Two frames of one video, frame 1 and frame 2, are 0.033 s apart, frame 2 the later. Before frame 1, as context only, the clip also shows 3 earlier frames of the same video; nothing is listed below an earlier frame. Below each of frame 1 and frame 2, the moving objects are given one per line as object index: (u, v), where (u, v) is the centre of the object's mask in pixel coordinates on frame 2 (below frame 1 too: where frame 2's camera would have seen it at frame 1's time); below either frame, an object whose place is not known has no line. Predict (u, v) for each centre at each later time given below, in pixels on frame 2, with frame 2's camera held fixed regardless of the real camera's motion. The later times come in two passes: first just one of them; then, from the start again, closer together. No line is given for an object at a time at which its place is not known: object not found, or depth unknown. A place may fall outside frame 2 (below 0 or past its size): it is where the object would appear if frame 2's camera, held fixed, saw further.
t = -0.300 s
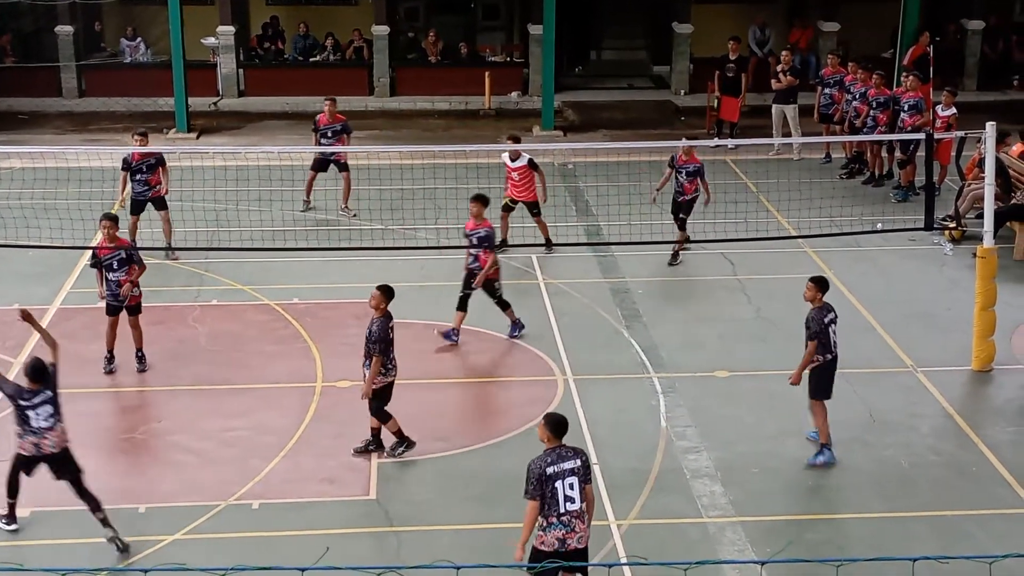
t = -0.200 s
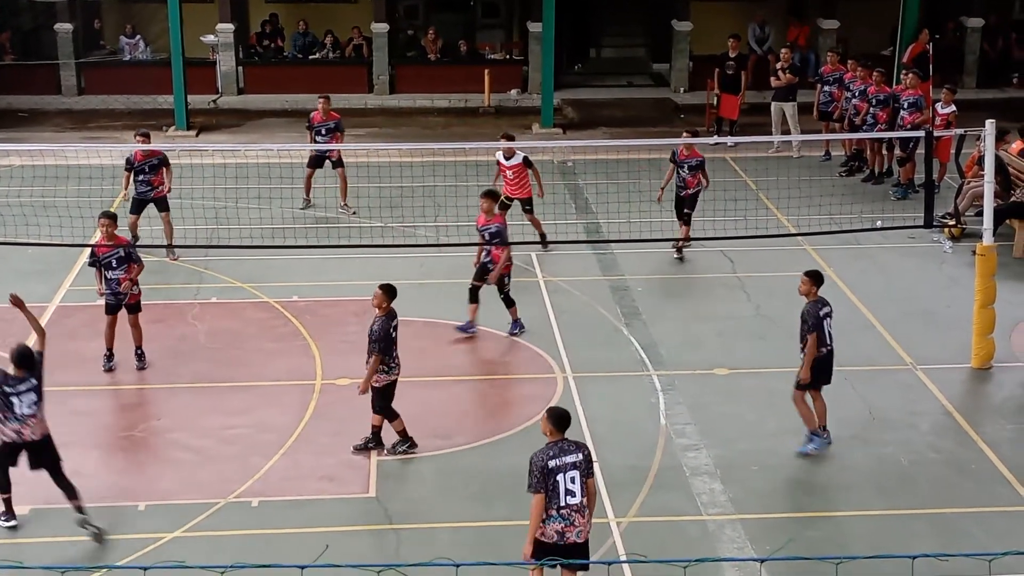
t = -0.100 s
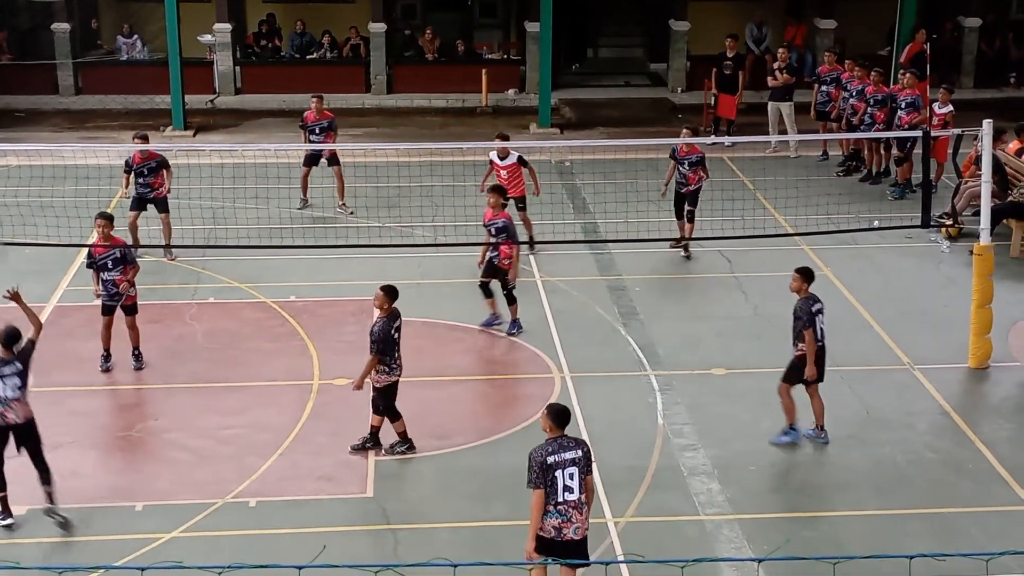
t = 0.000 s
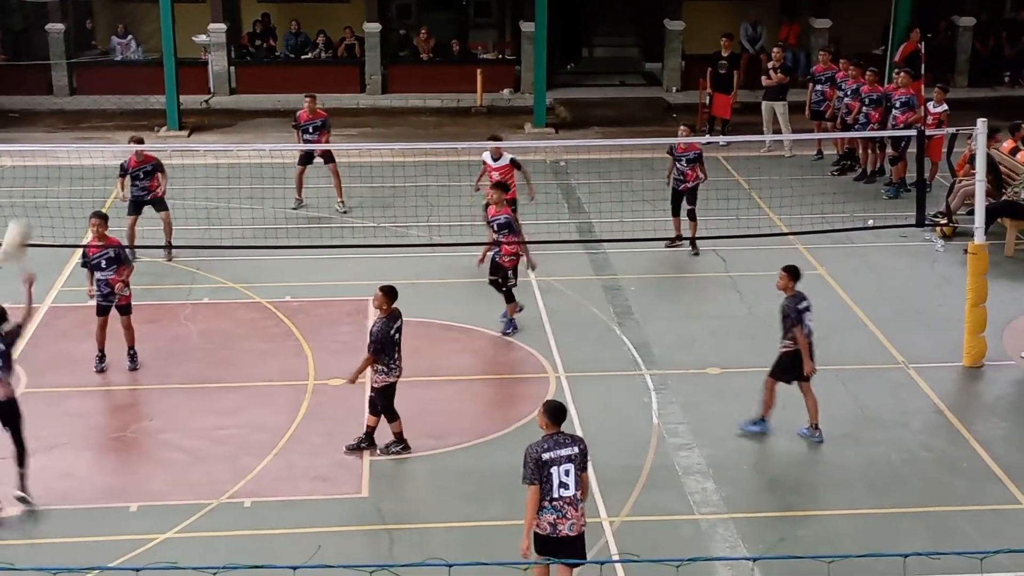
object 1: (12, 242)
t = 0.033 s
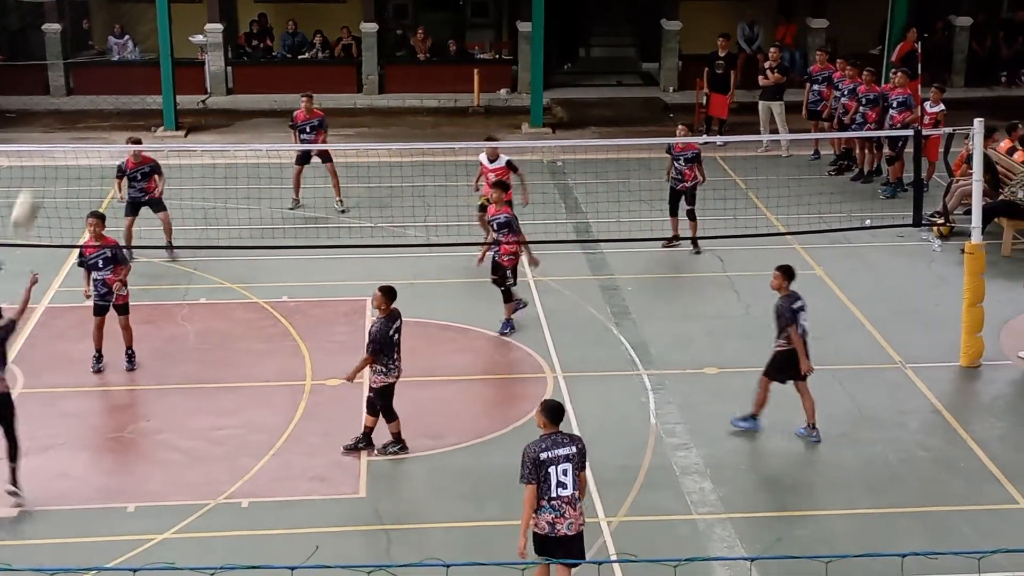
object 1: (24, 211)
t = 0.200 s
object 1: (82, 91)
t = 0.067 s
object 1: (36, 183)
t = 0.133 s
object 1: (61, 130)
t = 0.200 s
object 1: (82, 91)
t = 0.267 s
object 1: (102, 60)
